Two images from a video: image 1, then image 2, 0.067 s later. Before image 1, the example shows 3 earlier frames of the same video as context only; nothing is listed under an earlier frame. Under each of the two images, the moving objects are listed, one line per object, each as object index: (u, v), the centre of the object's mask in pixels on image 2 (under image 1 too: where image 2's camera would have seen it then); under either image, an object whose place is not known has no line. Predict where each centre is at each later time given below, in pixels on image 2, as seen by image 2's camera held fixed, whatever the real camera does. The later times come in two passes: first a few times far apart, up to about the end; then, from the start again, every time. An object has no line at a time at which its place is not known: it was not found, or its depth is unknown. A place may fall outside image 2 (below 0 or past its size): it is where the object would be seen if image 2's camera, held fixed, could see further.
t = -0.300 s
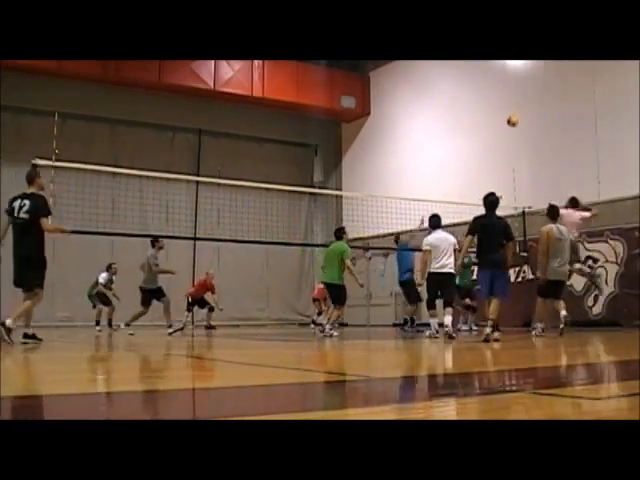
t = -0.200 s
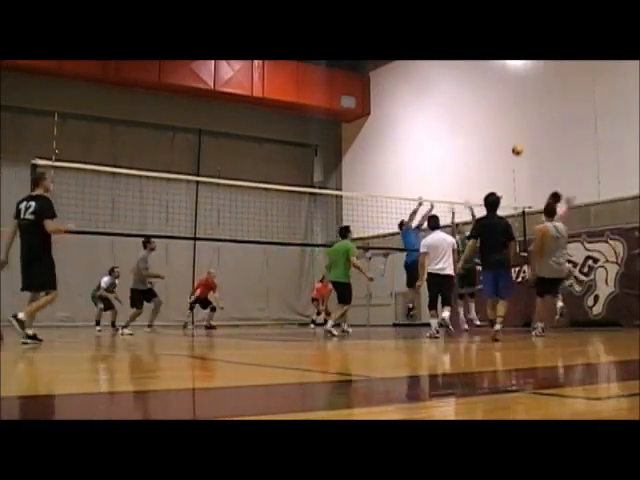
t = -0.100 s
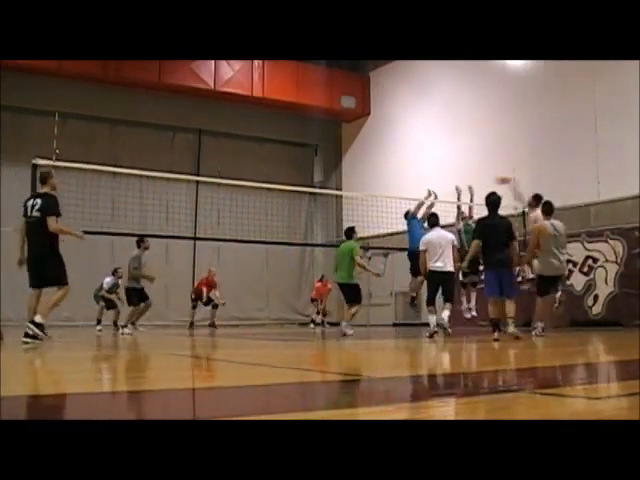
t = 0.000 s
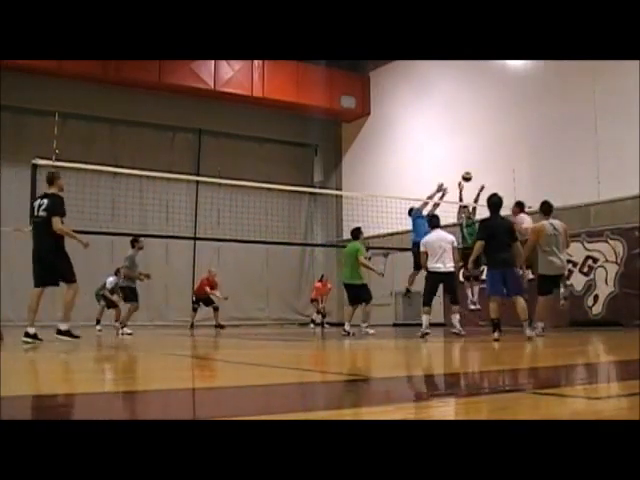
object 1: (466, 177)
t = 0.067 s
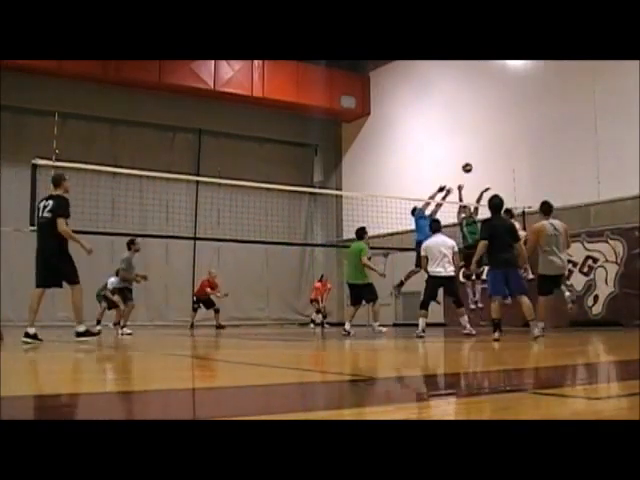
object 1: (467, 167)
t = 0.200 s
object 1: (468, 156)
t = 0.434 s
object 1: (470, 156)
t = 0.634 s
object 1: (473, 177)
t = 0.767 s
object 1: (475, 202)
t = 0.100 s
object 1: (467, 164)
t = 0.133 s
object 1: (467, 161)
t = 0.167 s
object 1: (467, 158)
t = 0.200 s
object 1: (468, 156)
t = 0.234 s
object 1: (468, 154)
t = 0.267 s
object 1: (468, 153)
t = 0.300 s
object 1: (468, 153)
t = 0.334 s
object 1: (469, 153)
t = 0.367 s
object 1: (469, 154)
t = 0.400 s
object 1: (470, 155)
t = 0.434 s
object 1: (470, 156)
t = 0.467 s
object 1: (471, 159)
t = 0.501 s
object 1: (471, 161)
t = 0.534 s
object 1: (472, 165)
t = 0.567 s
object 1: (472, 169)
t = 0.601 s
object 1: (472, 173)
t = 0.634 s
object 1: (473, 177)
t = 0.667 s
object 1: (473, 183)
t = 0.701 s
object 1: (474, 189)
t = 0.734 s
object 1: (475, 195)
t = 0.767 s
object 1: (475, 202)
